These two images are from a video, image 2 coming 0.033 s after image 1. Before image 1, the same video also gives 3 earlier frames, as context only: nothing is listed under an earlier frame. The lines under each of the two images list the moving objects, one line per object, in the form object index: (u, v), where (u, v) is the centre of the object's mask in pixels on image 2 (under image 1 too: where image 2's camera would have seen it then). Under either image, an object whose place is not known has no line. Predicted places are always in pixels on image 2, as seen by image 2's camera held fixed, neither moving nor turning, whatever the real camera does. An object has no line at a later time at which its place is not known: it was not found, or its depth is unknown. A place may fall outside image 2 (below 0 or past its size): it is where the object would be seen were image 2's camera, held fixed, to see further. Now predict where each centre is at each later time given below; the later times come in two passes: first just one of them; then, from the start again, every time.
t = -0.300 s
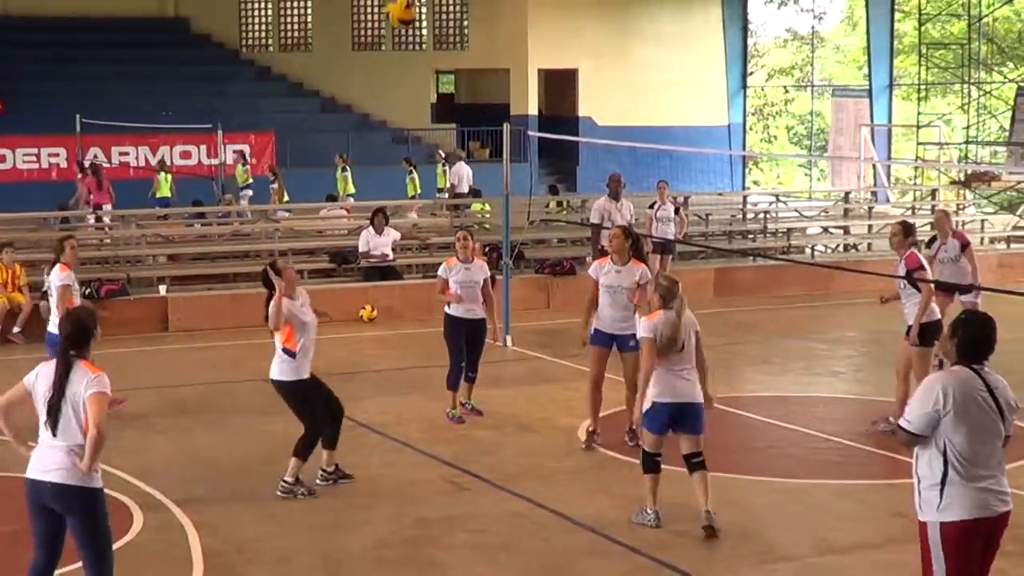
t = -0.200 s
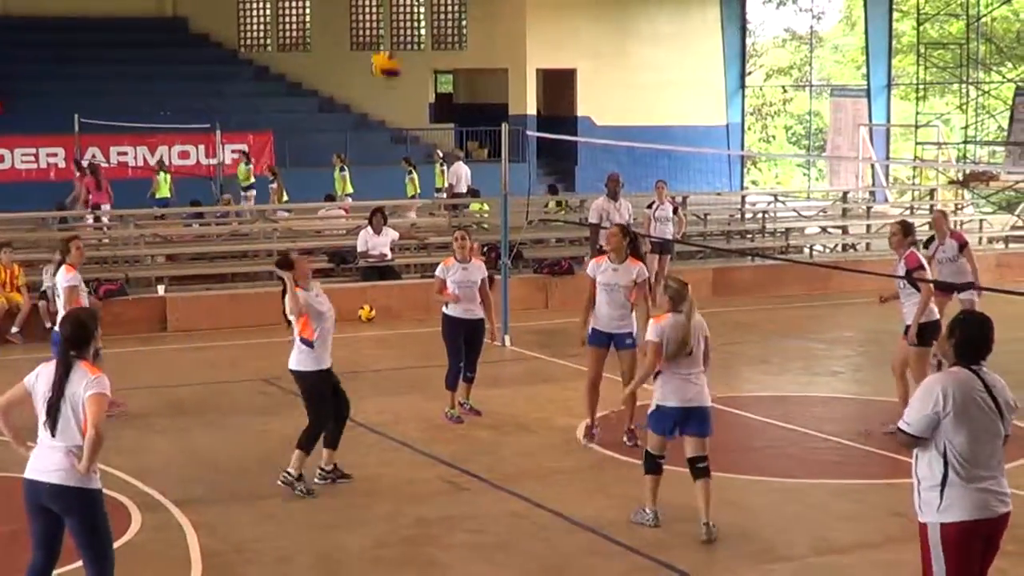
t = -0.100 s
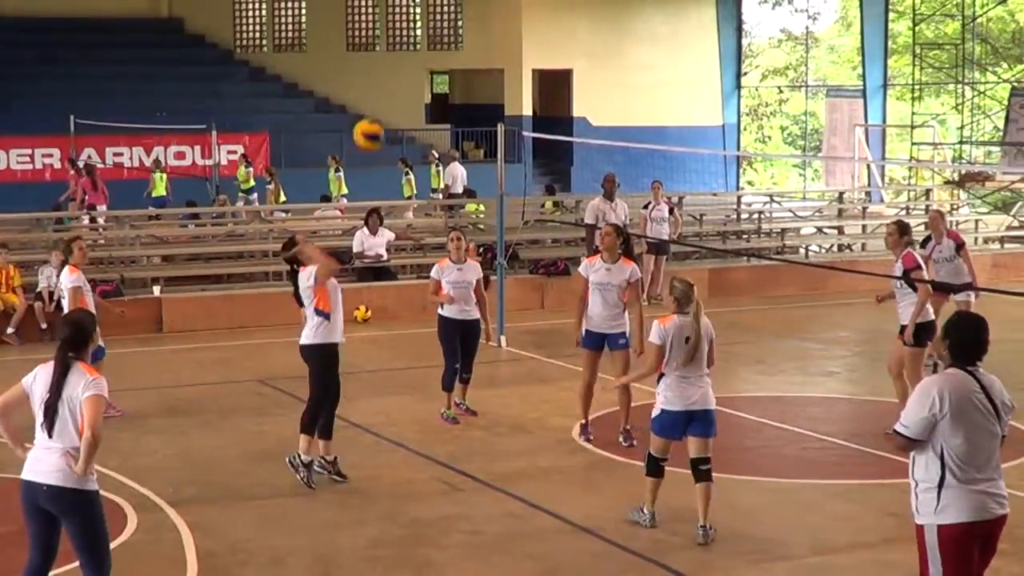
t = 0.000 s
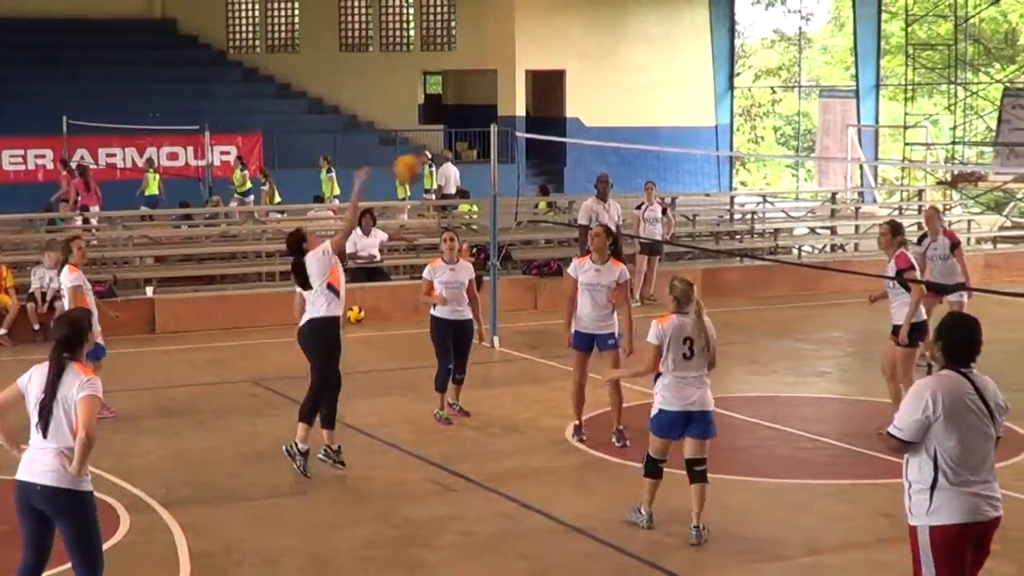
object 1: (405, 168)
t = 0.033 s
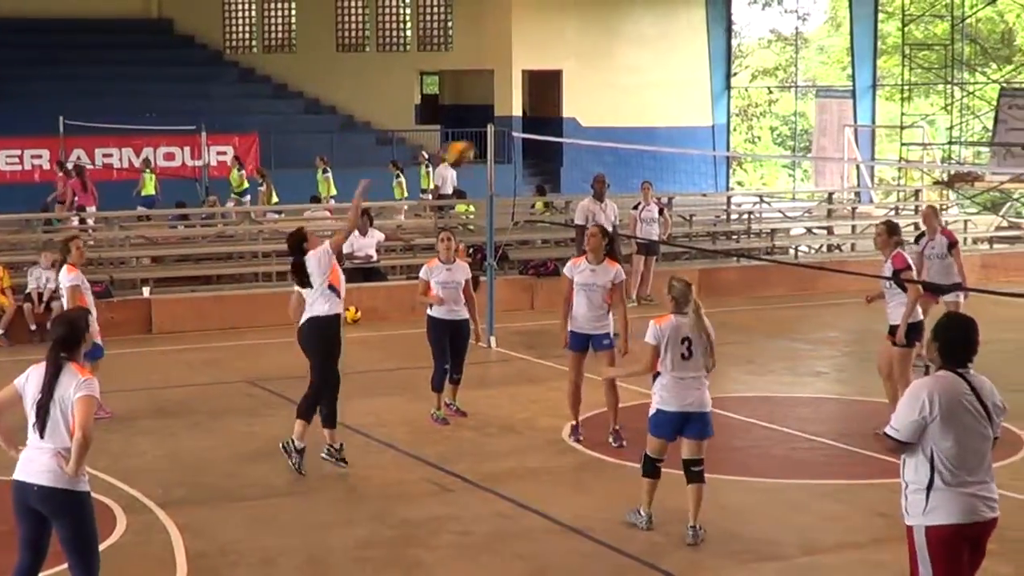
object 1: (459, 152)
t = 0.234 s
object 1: (735, 102)
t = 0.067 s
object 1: (508, 138)
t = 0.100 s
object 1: (555, 128)
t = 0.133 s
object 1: (603, 119)
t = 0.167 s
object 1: (650, 112)
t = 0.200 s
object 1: (693, 106)
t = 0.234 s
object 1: (735, 102)
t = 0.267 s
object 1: (775, 99)
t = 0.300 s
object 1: (814, 99)
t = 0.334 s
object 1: (851, 100)
